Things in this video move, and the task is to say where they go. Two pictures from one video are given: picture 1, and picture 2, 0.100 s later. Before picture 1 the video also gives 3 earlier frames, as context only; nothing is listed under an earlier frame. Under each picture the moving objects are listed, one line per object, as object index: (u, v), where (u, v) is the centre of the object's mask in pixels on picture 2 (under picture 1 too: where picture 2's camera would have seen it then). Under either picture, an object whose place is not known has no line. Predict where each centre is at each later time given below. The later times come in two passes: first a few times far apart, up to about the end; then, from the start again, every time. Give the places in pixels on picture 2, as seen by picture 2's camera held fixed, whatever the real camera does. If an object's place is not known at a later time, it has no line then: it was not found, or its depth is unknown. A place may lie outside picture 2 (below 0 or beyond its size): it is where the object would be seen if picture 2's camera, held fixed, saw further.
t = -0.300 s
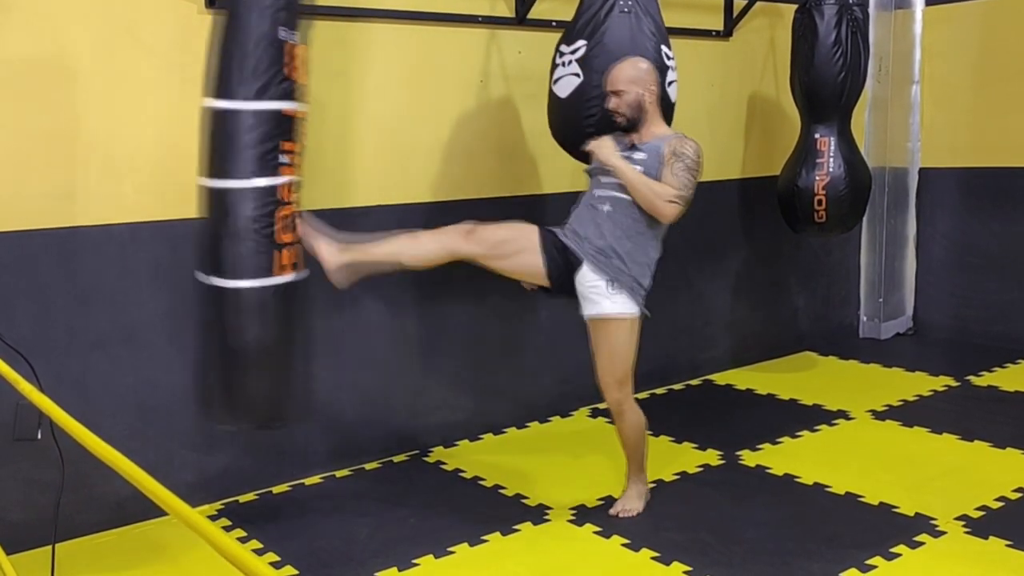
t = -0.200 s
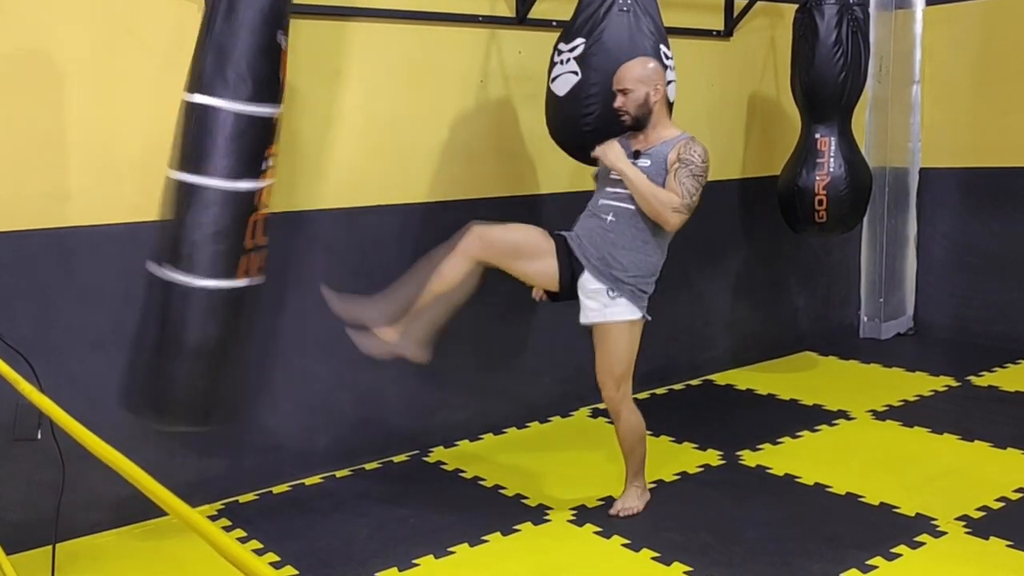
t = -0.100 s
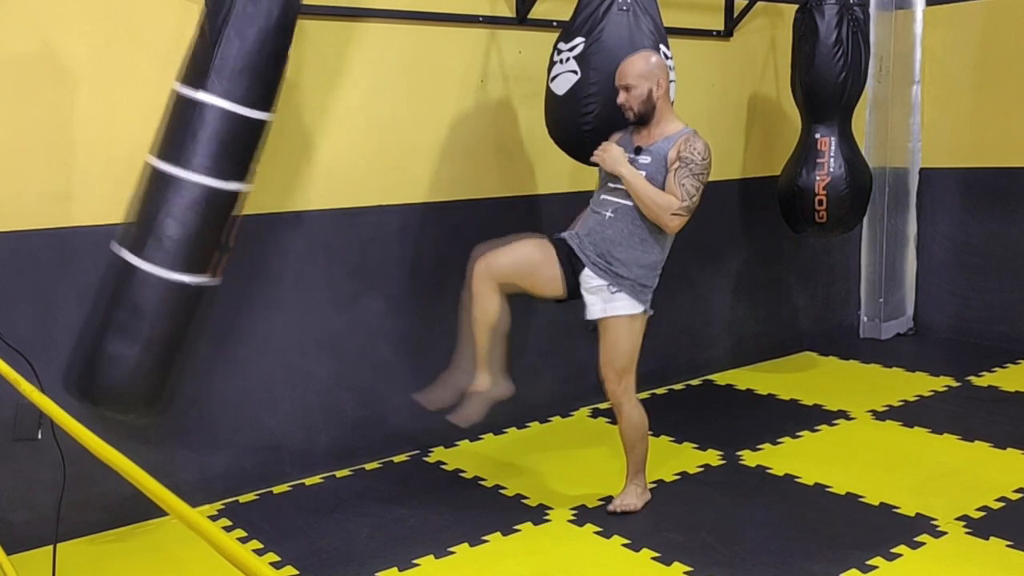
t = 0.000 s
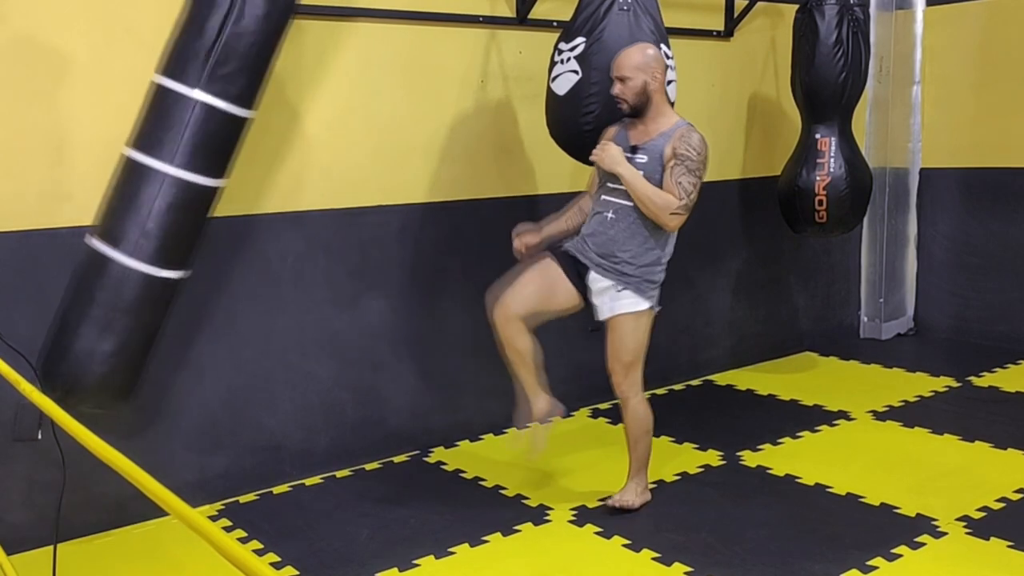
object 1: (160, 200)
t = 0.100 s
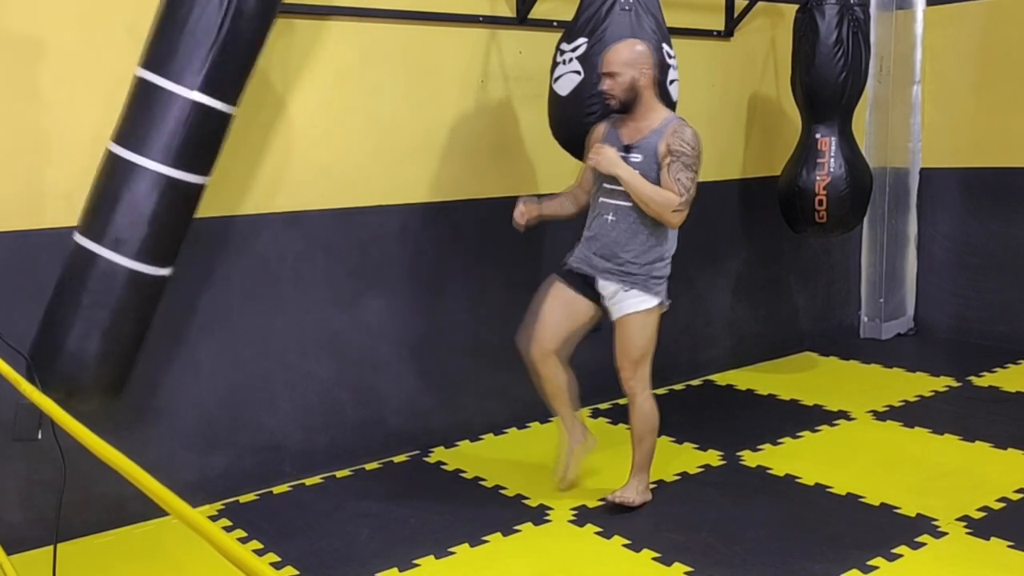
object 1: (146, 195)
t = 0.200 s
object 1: (145, 196)
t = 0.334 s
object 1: (161, 202)
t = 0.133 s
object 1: (145, 195)
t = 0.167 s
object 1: (144, 195)
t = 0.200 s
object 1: (145, 196)
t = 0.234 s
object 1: (148, 196)
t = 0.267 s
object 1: (151, 197)
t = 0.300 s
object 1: (156, 200)
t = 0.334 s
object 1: (161, 202)
